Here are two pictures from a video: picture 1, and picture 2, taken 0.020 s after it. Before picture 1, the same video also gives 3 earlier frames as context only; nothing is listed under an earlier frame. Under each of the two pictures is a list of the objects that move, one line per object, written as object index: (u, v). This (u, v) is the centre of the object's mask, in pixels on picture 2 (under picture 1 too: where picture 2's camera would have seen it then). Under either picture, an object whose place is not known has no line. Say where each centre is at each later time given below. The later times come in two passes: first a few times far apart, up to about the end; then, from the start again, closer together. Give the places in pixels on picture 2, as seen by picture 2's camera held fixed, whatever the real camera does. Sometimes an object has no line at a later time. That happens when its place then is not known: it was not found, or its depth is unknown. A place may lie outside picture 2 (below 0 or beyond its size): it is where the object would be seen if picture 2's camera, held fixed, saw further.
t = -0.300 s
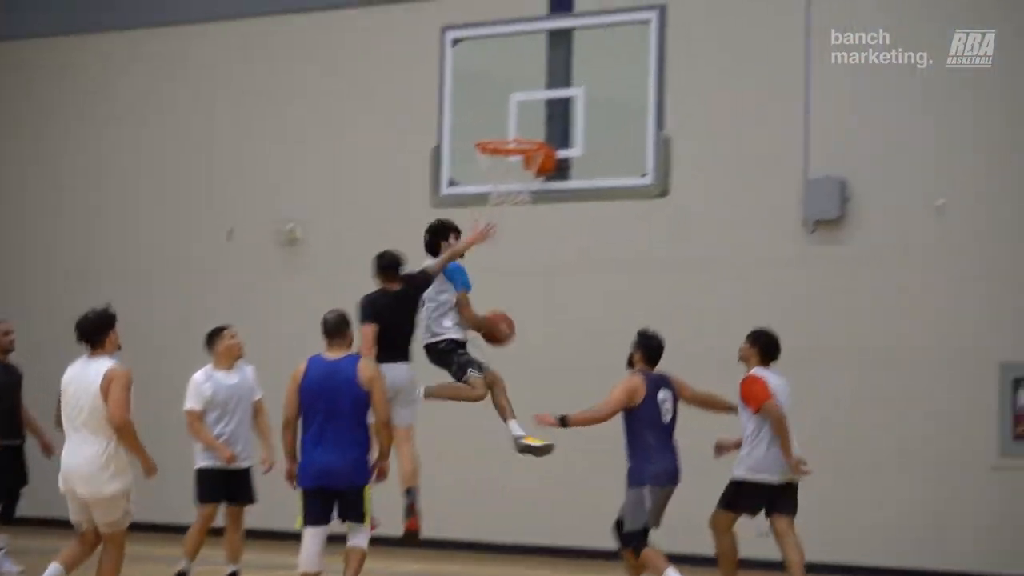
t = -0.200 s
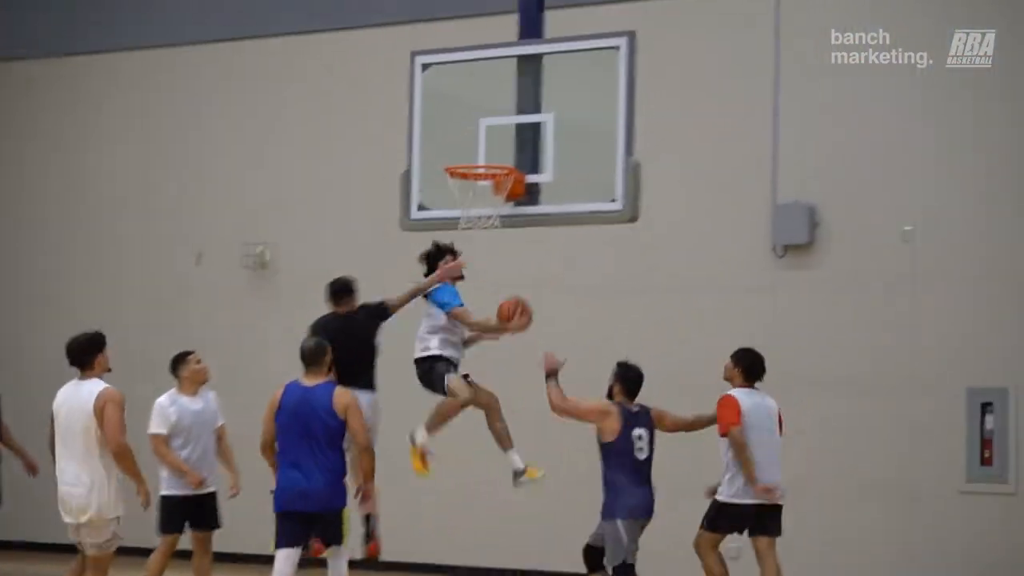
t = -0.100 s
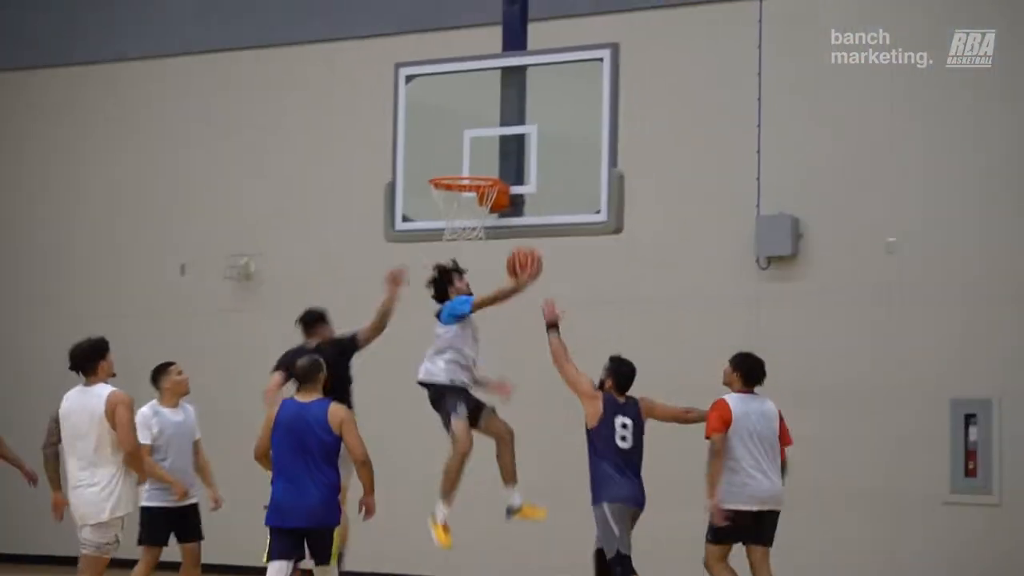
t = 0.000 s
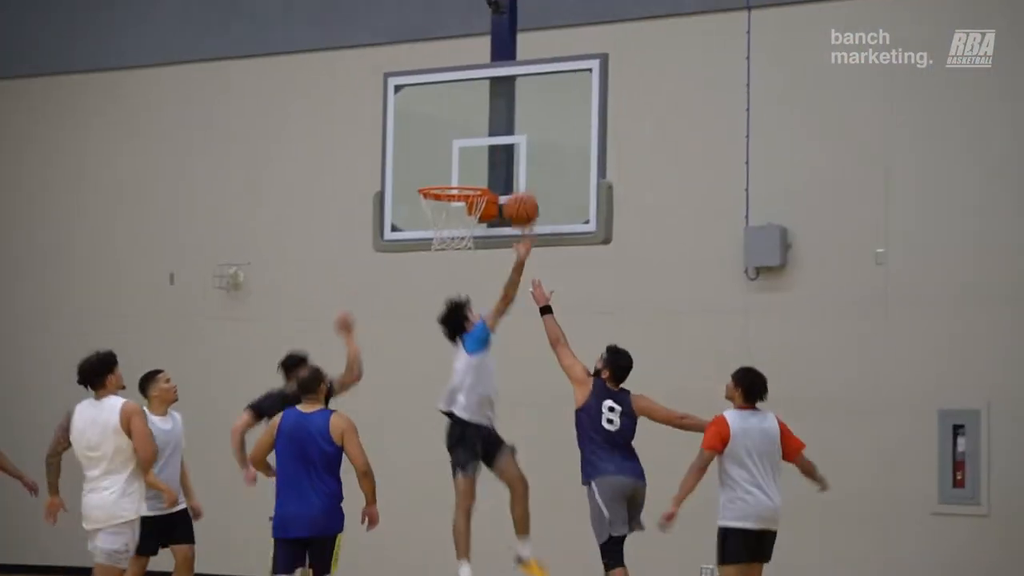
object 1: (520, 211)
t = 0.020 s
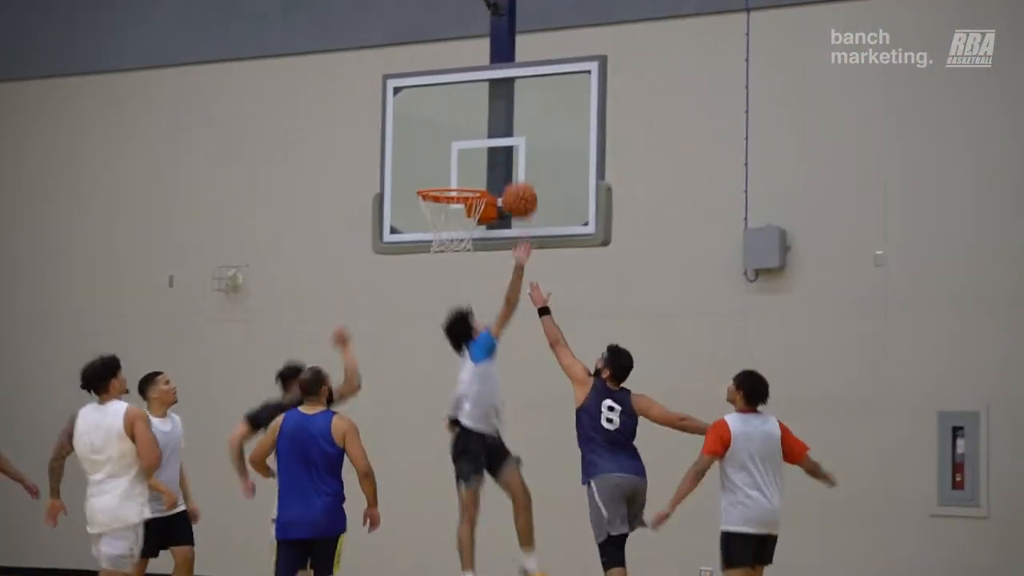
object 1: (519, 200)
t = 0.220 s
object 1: (514, 121)
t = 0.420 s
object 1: (496, 128)
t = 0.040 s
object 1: (519, 189)
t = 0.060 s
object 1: (518, 179)
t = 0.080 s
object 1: (517, 170)
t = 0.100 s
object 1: (517, 161)
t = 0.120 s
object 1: (517, 153)
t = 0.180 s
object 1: (514, 132)
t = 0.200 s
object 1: (514, 126)
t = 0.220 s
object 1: (514, 121)
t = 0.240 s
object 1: (512, 118)
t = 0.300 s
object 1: (506, 117)
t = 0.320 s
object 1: (505, 117)
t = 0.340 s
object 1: (503, 118)
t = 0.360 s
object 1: (501, 119)
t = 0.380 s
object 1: (499, 122)
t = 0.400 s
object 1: (497, 125)
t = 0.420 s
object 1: (496, 128)
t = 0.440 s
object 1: (493, 133)
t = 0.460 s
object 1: (491, 138)
